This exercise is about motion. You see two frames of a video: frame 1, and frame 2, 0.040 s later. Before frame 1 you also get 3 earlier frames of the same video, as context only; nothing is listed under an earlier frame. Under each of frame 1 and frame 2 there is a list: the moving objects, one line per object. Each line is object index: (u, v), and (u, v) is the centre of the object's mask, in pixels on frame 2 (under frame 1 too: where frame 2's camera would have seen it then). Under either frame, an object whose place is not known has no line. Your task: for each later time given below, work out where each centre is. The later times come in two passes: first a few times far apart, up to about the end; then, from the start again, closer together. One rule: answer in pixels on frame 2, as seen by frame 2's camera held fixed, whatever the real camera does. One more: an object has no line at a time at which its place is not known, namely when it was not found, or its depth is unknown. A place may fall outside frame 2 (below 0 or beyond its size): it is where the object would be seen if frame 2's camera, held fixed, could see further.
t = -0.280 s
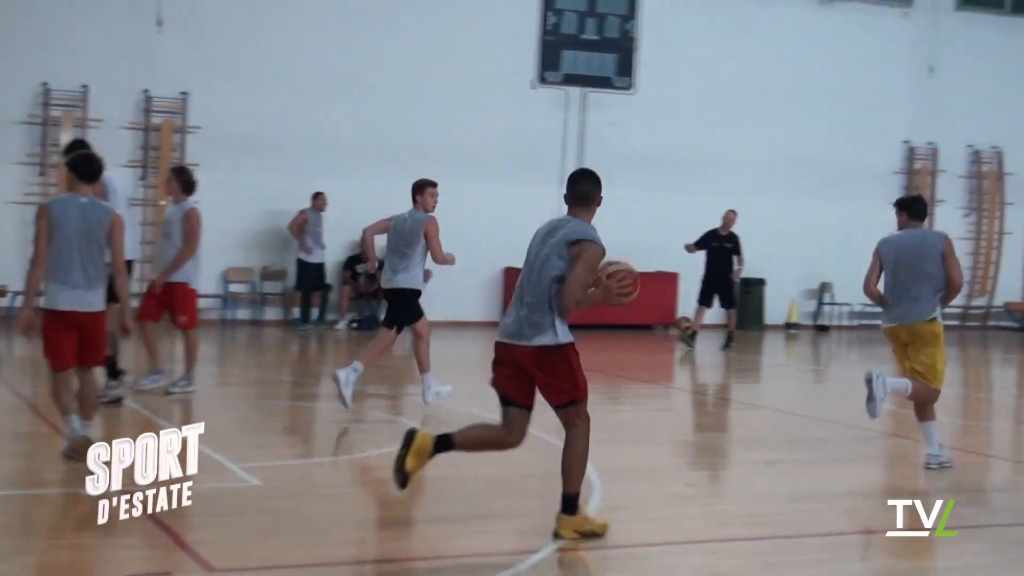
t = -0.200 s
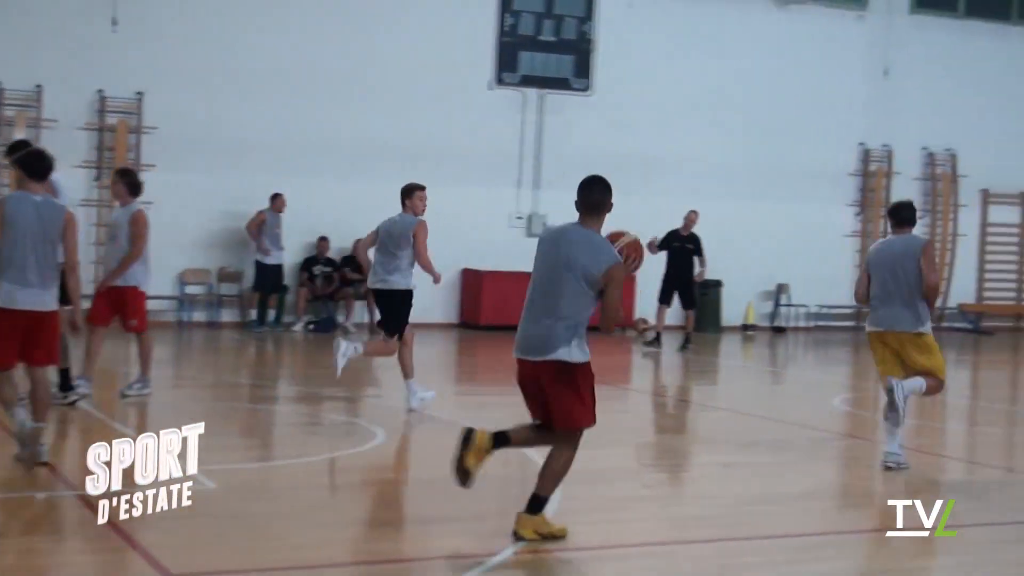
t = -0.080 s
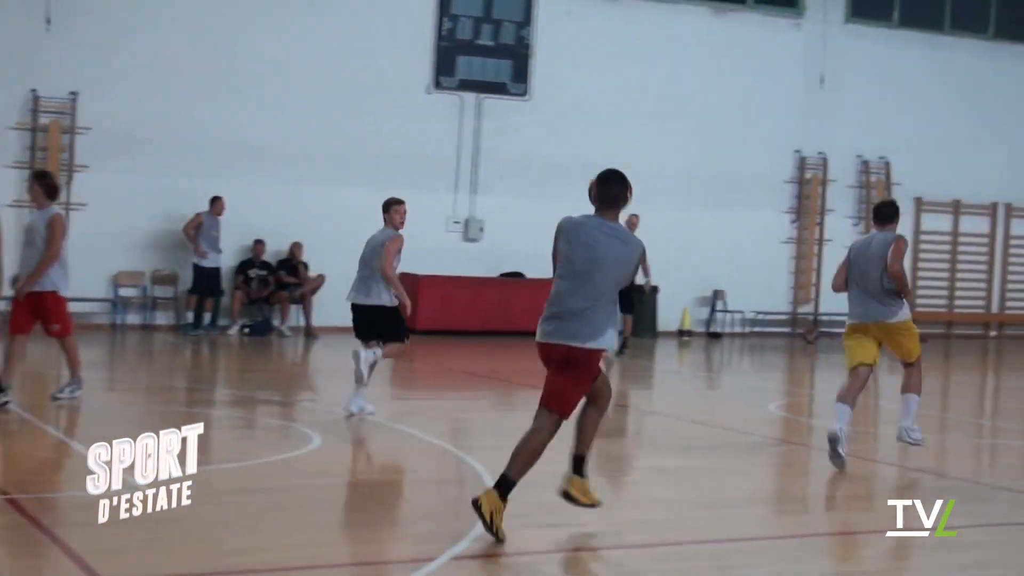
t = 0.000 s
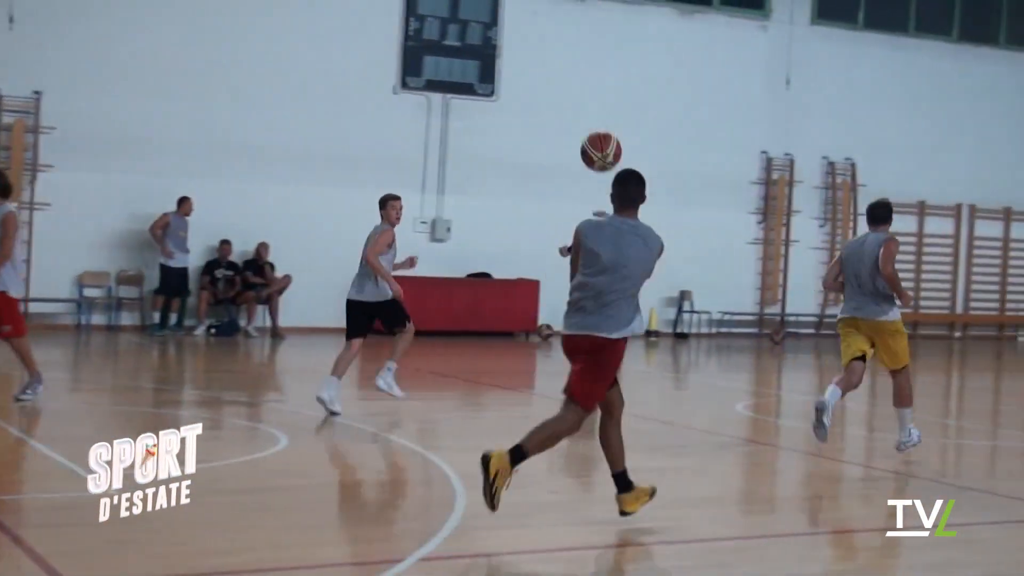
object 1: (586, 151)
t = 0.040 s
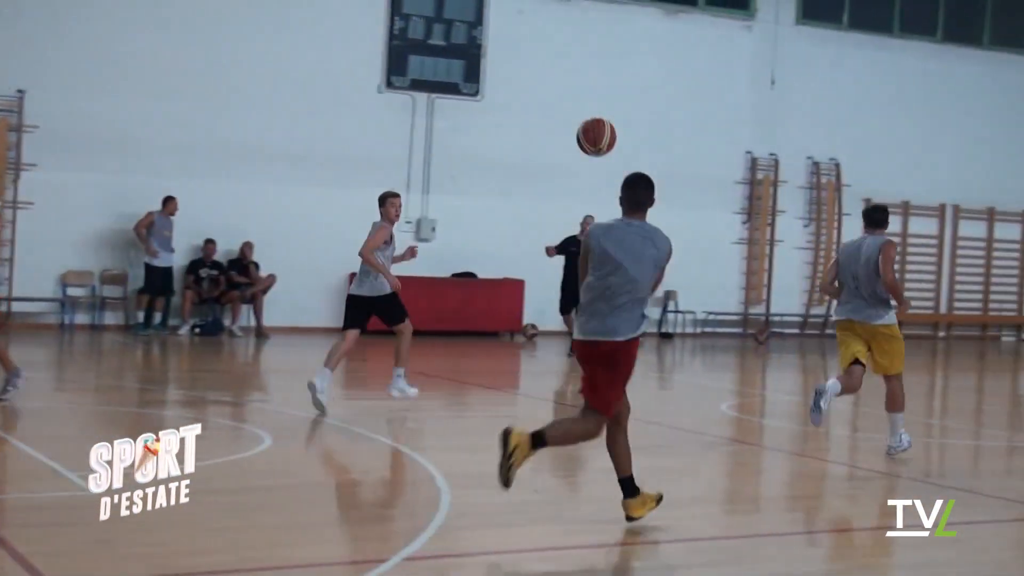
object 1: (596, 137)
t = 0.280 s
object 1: (641, 113)
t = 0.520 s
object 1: (668, 160)
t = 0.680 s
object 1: (680, 218)
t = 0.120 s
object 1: (614, 118)
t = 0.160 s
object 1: (622, 113)
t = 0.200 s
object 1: (629, 111)
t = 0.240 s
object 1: (636, 111)
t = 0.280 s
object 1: (641, 113)
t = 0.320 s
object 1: (647, 117)
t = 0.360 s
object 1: (652, 123)
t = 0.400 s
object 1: (657, 129)
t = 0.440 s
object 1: (661, 138)
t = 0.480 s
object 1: (664, 149)
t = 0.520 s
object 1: (668, 160)
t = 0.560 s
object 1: (671, 173)
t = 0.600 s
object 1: (675, 186)
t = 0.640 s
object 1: (678, 201)
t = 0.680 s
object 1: (680, 218)
